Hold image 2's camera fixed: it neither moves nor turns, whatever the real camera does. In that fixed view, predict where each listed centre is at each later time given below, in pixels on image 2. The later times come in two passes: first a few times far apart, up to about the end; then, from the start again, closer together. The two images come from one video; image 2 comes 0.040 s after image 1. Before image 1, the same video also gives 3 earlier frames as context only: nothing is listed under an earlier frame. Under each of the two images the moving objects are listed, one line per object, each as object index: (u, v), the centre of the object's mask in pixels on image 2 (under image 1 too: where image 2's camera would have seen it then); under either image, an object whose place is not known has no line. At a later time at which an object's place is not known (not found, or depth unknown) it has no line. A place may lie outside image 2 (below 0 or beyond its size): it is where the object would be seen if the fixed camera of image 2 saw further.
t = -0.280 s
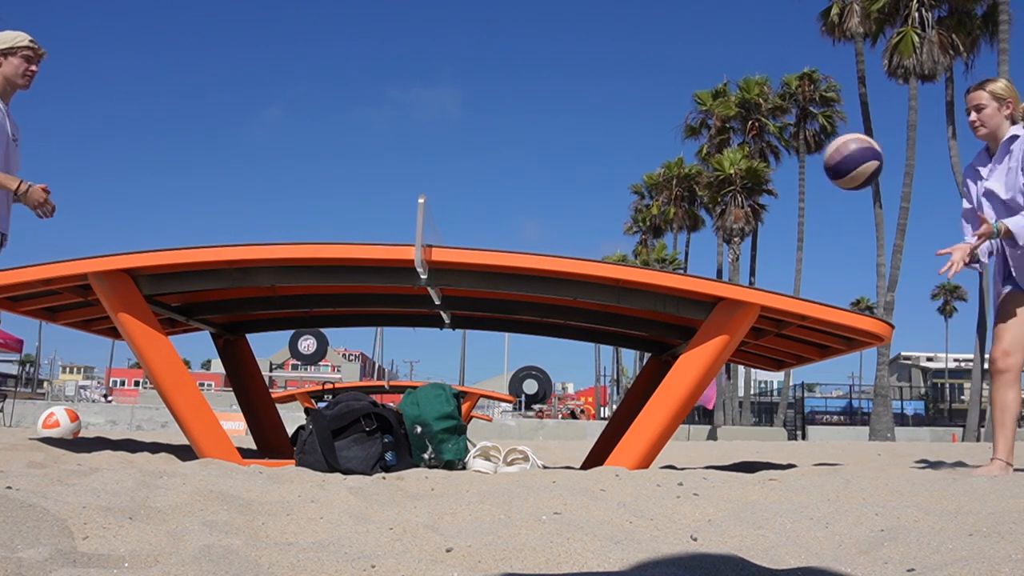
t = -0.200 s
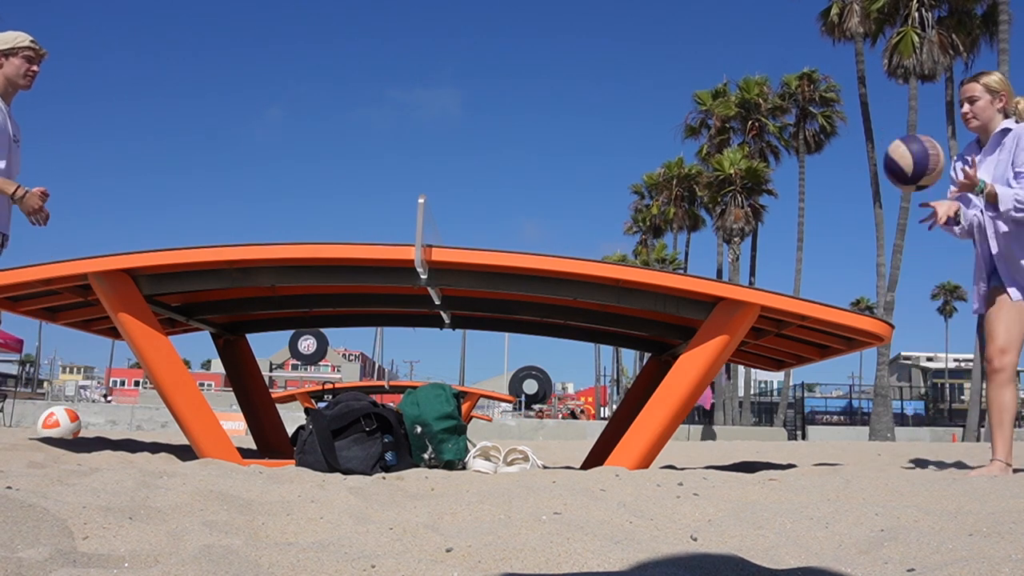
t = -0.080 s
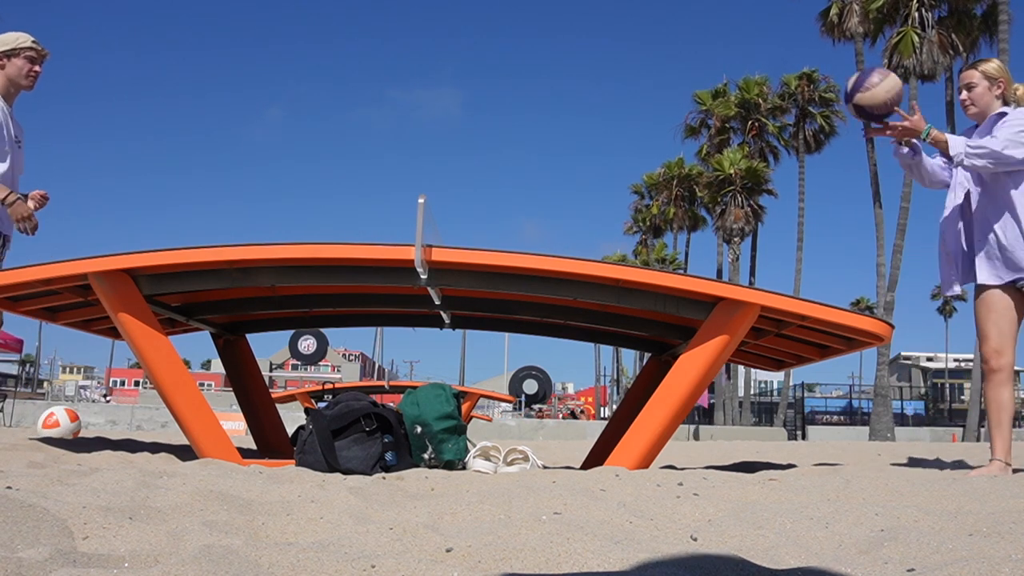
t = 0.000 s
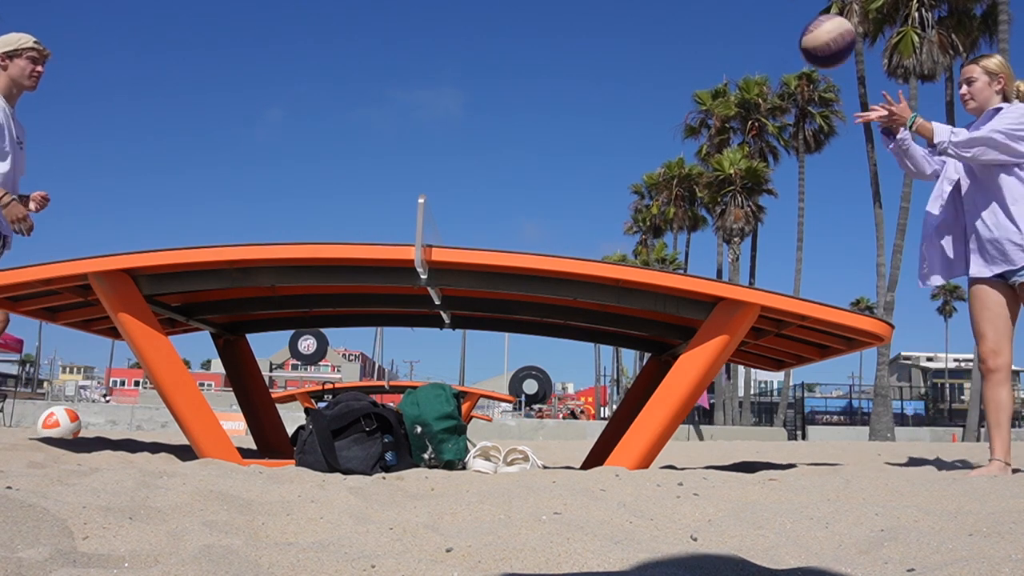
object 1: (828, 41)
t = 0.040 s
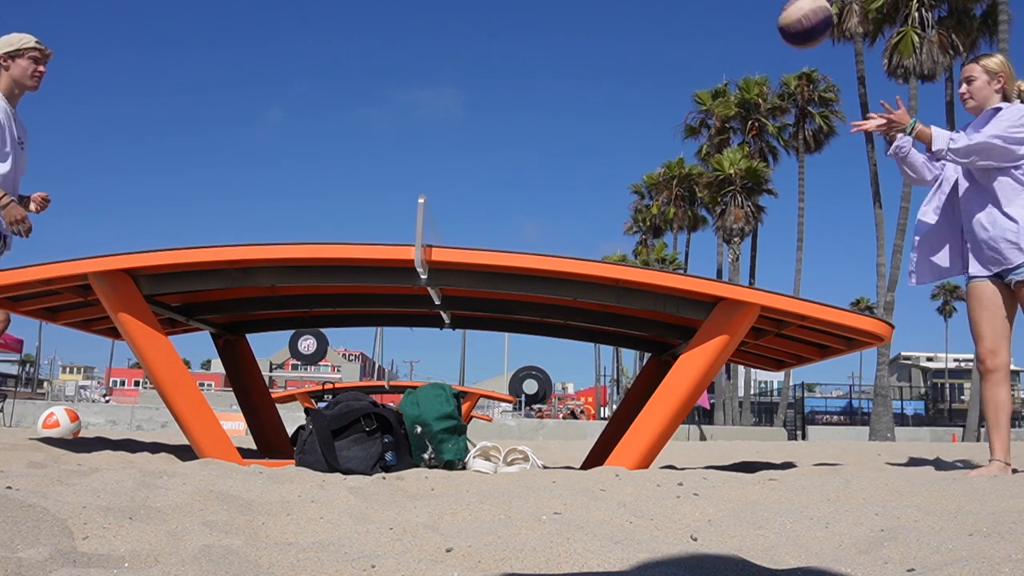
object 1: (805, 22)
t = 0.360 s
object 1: (646, 9)
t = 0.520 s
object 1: (576, 73)
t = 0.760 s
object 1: (489, 235)
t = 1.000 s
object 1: (475, 115)
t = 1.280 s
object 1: (458, 141)
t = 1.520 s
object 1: (442, 210)
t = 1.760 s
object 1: (393, 161)
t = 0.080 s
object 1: (783, 14)
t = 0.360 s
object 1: (646, 9)
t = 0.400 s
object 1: (628, 16)
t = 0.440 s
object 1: (610, 26)
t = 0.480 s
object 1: (593, 47)
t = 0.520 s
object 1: (576, 73)
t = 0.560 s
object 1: (559, 102)
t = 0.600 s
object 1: (543, 134)
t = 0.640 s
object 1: (527, 171)
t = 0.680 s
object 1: (511, 212)
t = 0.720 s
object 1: (495, 242)
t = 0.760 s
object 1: (489, 235)
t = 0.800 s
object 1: (486, 211)
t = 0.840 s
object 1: (483, 184)
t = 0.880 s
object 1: (481, 161)
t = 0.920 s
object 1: (479, 142)
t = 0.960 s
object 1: (477, 126)
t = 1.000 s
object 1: (475, 115)
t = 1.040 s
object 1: (472, 108)
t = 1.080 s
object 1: (470, 104)
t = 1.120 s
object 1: (467, 105)
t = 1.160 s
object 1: (465, 109)
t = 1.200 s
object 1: (463, 116)
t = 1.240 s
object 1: (460, 127)
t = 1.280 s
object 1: (458, 141)
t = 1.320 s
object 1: (455, 160)
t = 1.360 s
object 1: (453, 181)
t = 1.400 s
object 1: (451, 205)
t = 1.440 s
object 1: (452, 229)
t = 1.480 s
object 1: (450, 229)
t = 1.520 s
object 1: (442, 210)
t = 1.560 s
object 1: (429, 193)
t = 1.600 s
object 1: (421, 180)
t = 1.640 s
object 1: (414, 171)
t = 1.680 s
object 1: (407, 164)
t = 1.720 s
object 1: (400, 161)
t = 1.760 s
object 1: (393, 161)
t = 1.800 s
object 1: (386, 165)
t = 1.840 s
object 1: (379, 172)
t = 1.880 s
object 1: (372, 183)
